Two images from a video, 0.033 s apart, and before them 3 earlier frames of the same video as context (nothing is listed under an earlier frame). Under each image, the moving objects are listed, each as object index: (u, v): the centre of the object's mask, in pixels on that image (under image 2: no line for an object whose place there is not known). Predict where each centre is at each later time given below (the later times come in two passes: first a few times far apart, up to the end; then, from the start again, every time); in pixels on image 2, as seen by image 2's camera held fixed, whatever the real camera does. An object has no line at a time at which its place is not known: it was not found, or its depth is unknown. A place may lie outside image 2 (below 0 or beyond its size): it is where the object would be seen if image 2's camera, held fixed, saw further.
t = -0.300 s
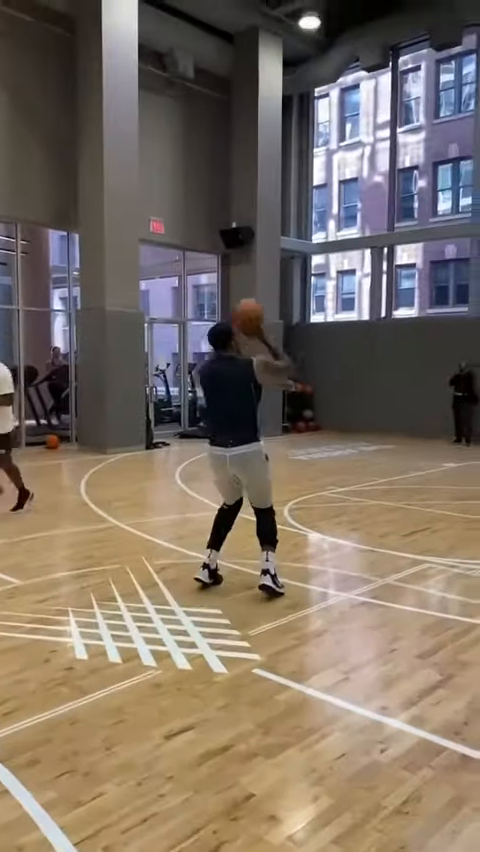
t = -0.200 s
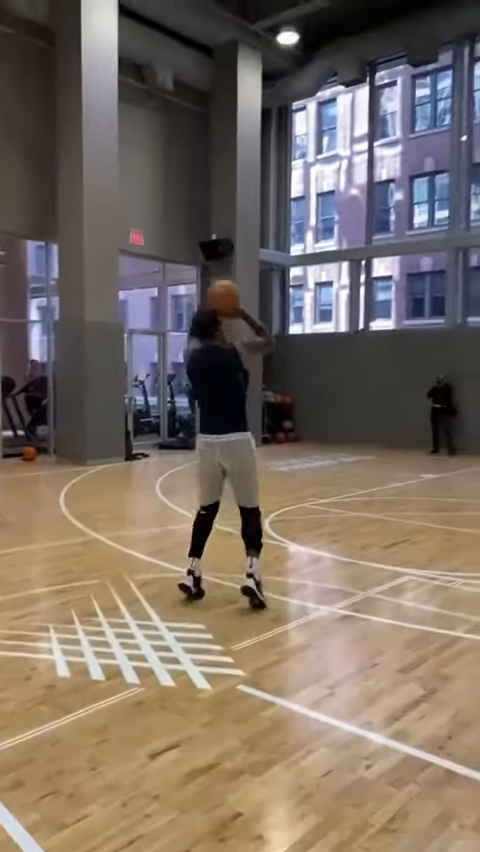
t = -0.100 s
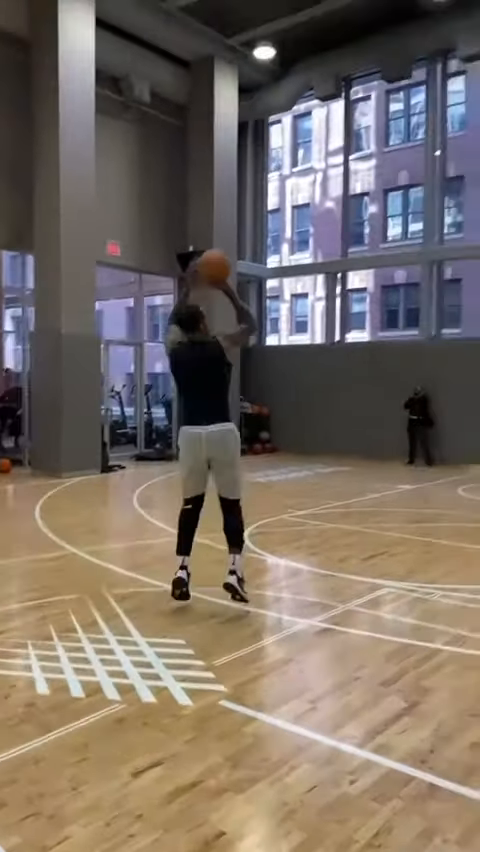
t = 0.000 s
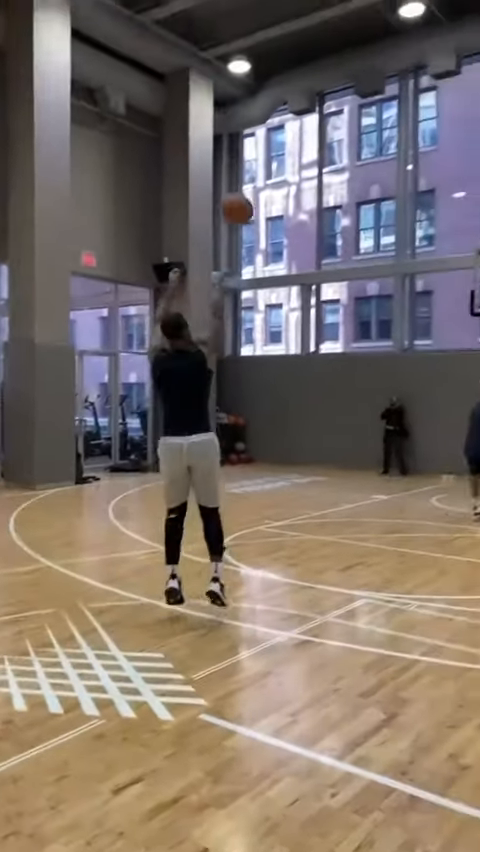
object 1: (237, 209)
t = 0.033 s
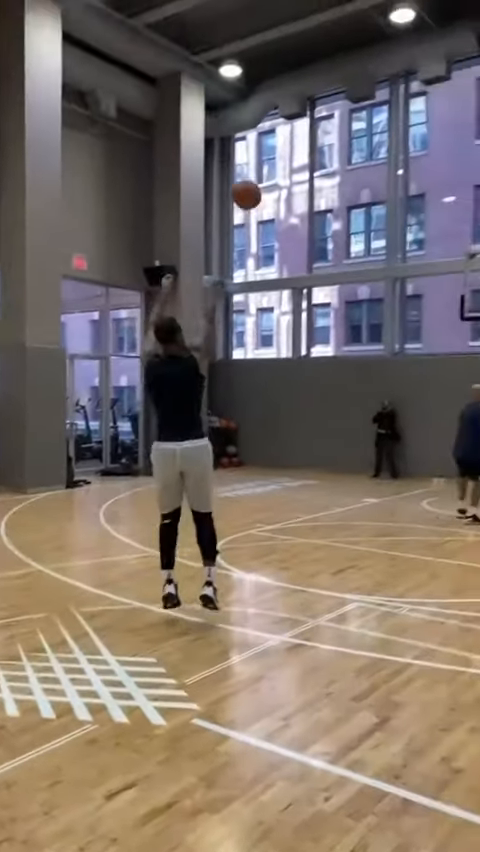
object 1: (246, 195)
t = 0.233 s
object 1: (329, 127)
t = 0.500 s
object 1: (406, 118)
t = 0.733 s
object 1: (452, 158)
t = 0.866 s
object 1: (473, 195)
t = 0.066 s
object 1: (262, 178)
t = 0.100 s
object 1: (277, 164)
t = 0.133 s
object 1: (292, 152)
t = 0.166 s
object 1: (305, 142)
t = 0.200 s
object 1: (318, 134)
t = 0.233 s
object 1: (329, 127)
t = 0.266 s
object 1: (341, 122)
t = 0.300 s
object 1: (353, 118)
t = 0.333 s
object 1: (362, 115)
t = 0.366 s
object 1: (372, 113)
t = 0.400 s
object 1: (380, 113)
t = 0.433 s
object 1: (390, 114)
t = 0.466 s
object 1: (398, 116)
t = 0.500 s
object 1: (406, 118)
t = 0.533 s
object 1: (413, 121)
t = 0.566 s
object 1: (421, 125)
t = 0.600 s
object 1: (428, 131)
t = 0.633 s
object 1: (434, 136)
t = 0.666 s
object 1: (441, 143)
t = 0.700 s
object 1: (447, 150)
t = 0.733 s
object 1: (452, 158)
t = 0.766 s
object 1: (458, 167)
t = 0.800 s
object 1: (463, 175)
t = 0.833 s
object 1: (468, 185)
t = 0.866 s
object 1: (473, 195)
